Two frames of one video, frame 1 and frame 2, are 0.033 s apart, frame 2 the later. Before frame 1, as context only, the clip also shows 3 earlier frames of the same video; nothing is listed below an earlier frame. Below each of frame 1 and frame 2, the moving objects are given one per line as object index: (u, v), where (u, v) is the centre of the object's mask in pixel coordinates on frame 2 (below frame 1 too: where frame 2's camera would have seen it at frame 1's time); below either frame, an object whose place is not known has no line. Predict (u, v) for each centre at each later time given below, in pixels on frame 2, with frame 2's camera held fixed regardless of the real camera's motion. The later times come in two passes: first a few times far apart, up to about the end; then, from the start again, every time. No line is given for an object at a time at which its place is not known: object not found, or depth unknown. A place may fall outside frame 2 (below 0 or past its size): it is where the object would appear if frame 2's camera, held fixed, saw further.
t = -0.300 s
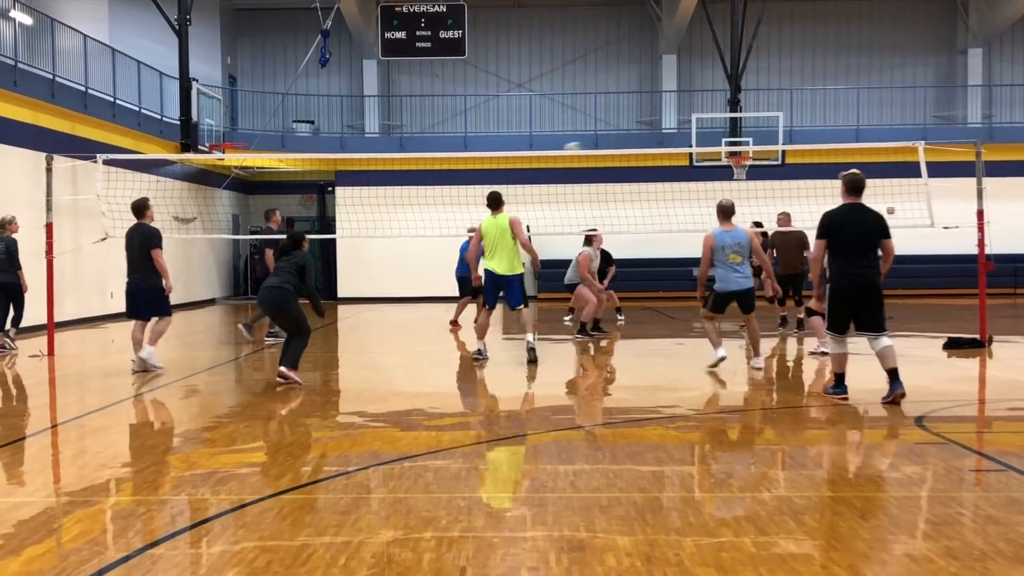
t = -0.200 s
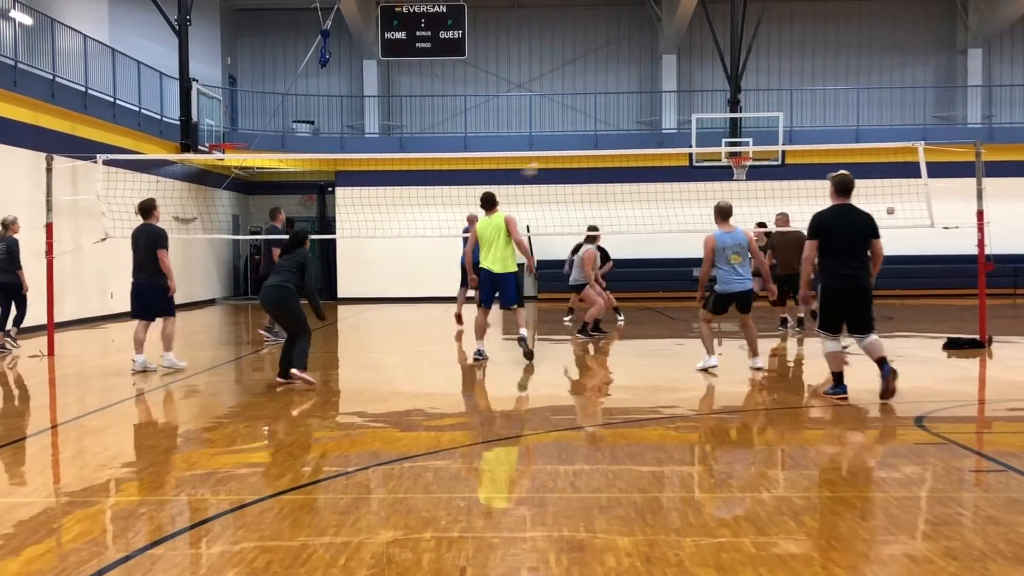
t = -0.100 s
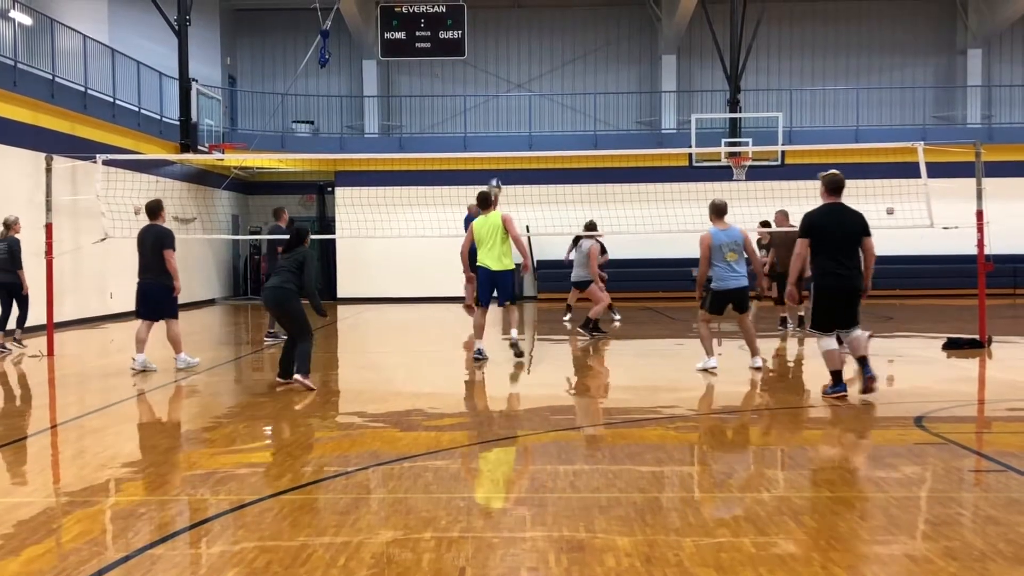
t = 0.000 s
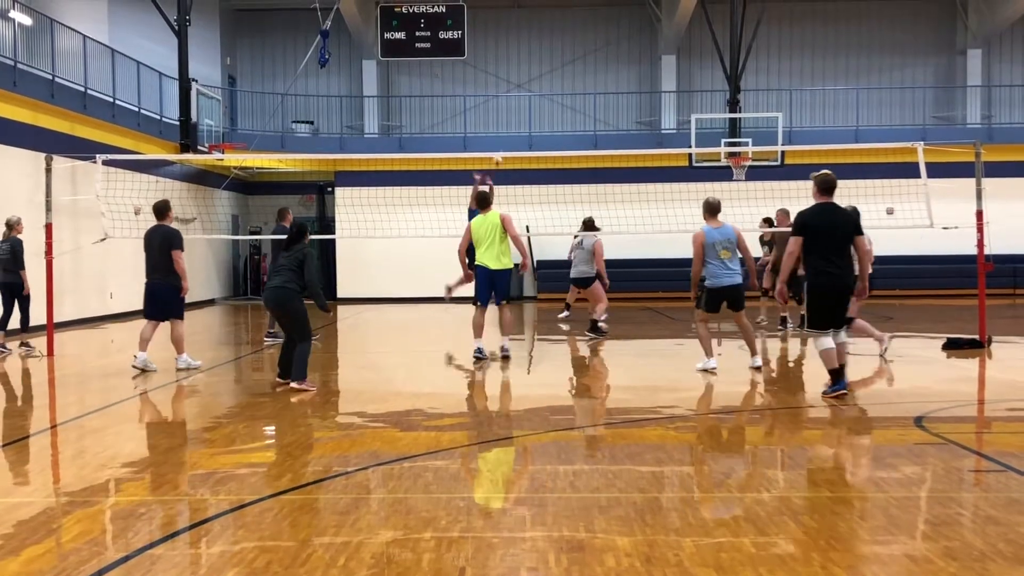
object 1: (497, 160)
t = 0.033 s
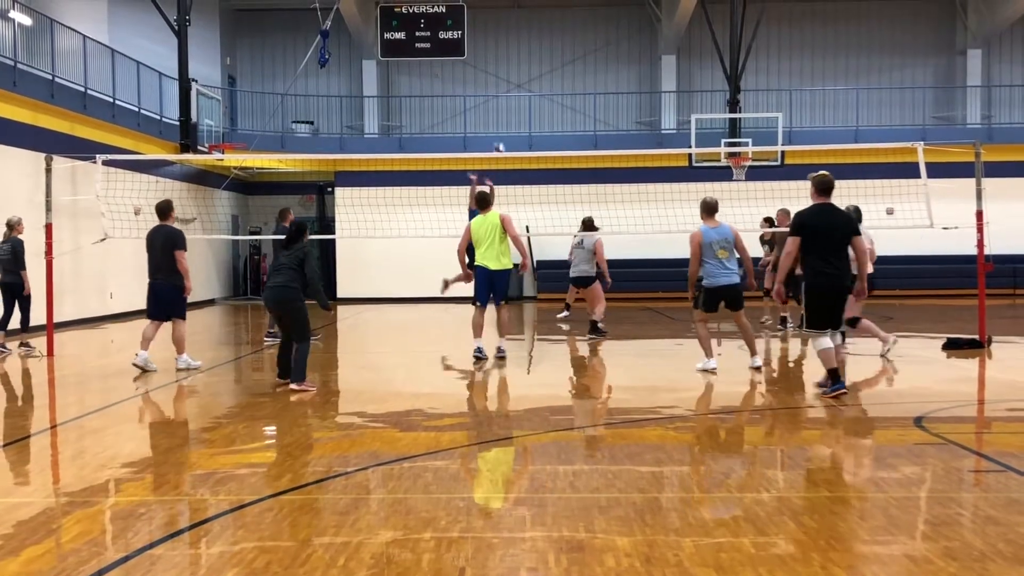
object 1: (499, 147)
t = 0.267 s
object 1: (505, 111)
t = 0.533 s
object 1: (513, 108)
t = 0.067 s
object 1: (499, 142)
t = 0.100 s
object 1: (499, 136)
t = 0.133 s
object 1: (501, 129)
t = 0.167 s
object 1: (502, 121)
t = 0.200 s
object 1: (503, 118)
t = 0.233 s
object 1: (504, 114)
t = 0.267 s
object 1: (505, 111)
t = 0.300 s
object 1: (506, 107)
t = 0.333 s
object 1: (507, 105)
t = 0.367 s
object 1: (507, 104)
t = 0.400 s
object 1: (508, 103)
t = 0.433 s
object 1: (509, 103)
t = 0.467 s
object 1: (511, 104)
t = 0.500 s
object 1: (511, 105)
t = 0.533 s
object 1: (513, 108)
